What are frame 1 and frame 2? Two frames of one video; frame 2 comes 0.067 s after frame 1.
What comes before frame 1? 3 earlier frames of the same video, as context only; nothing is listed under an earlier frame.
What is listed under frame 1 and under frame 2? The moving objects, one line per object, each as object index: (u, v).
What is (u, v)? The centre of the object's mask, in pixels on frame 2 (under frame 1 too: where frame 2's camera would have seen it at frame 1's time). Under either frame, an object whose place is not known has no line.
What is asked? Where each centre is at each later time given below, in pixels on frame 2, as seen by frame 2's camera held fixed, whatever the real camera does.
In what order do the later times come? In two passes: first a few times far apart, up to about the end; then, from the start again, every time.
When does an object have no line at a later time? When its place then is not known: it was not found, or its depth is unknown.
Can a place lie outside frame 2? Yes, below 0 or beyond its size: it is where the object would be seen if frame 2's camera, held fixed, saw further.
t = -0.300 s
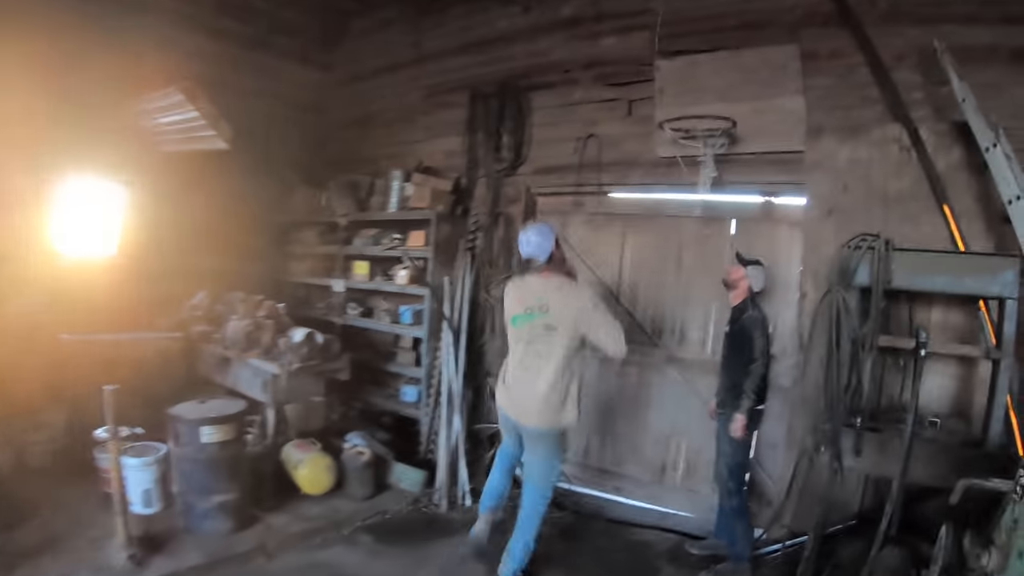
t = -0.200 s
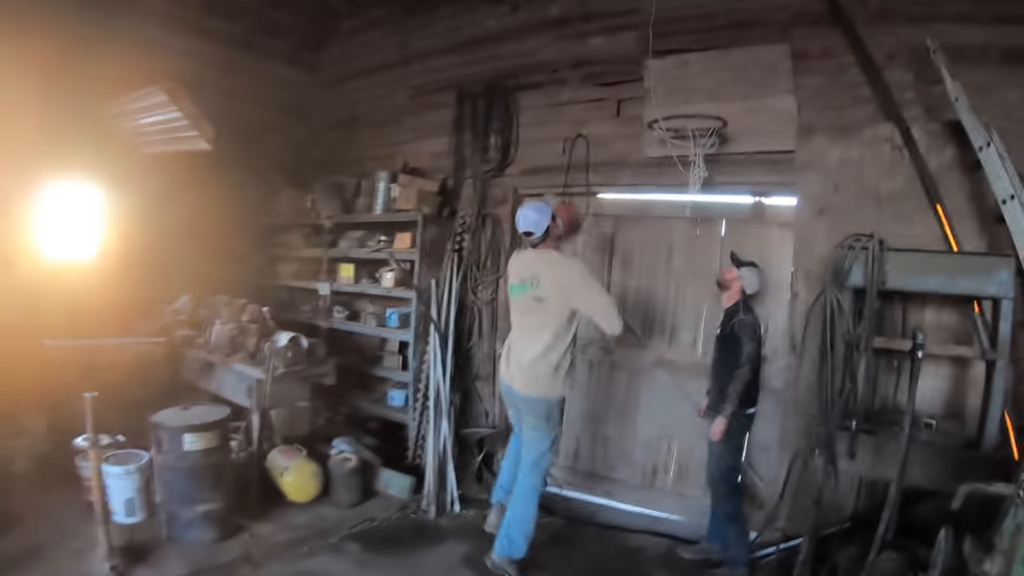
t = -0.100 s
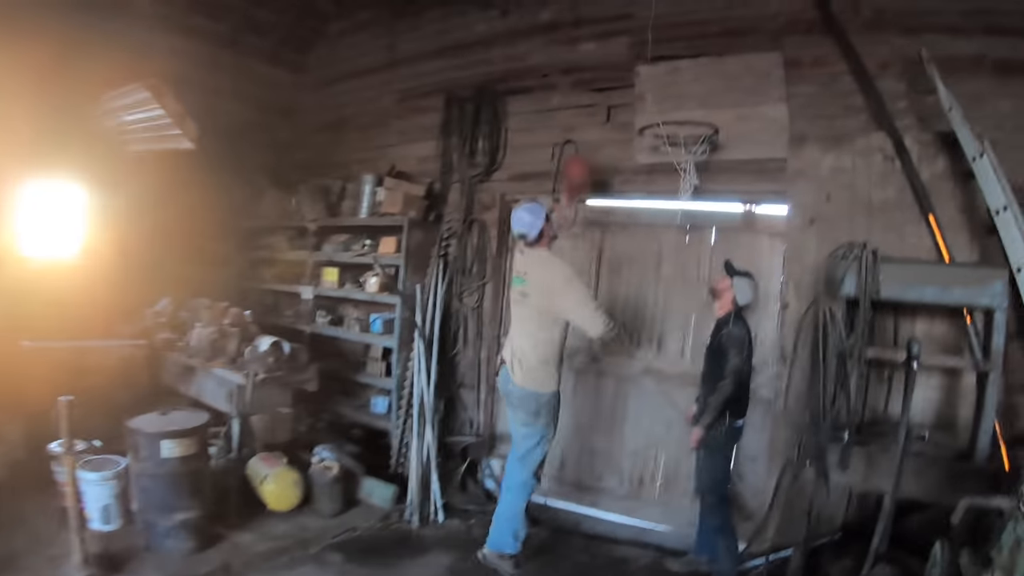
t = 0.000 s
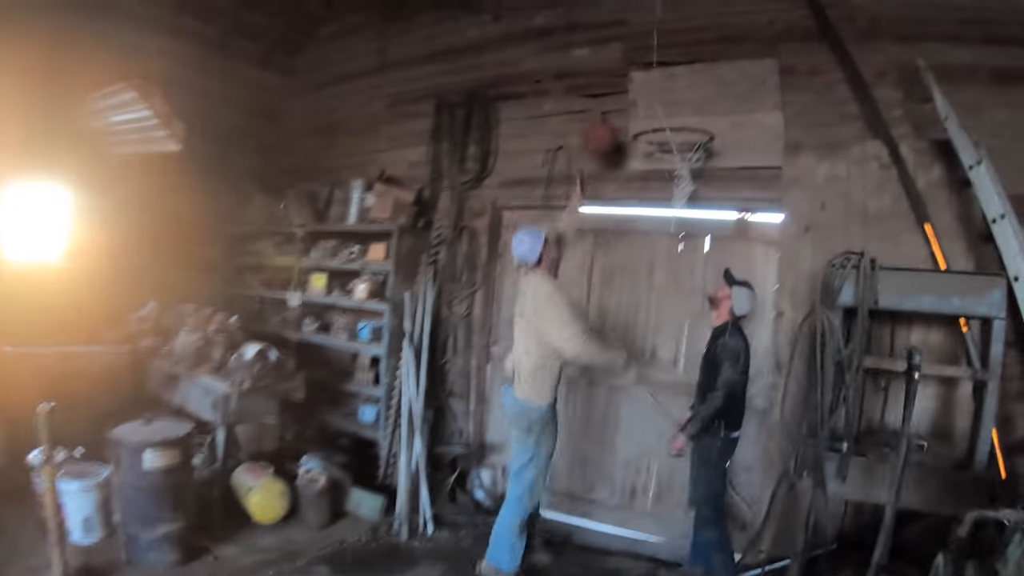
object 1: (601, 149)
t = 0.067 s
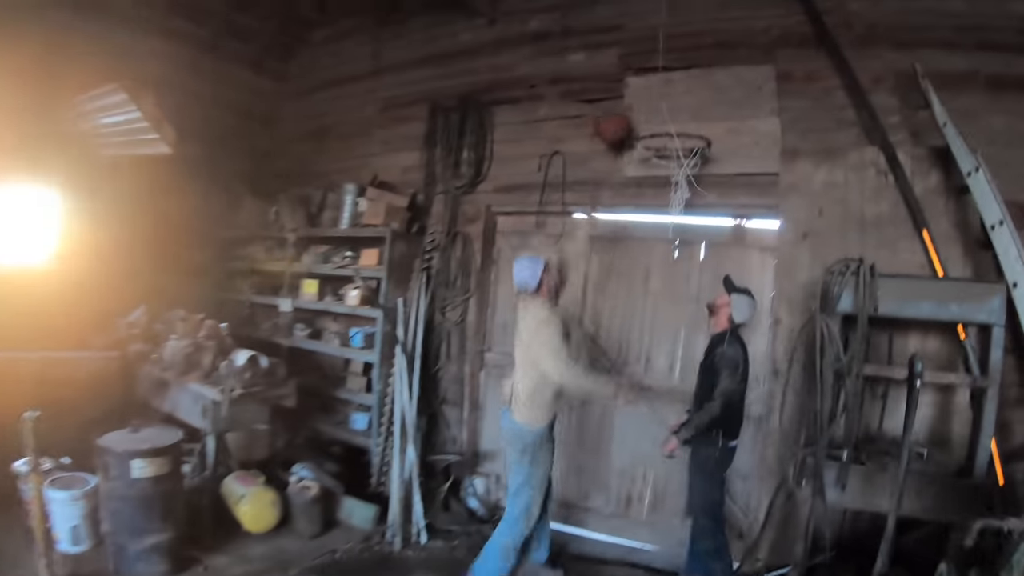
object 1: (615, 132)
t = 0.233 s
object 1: (642, 106)
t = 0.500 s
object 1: (669, 137)
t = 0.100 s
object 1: (622, 124)
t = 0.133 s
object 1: (629, 117)
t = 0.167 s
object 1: (635, 113)
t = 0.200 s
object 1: (639, 109)
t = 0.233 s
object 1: (642, 106)
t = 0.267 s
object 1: (645, 104)
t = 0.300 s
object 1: (648, 104)
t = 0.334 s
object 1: (650, 105)
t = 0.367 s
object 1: (654, 108)
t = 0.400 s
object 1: (657, 112)
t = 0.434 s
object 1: (661, 119)
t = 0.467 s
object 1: (664, 126)
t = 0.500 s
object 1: (669, 137)
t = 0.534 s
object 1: (676, 144)
